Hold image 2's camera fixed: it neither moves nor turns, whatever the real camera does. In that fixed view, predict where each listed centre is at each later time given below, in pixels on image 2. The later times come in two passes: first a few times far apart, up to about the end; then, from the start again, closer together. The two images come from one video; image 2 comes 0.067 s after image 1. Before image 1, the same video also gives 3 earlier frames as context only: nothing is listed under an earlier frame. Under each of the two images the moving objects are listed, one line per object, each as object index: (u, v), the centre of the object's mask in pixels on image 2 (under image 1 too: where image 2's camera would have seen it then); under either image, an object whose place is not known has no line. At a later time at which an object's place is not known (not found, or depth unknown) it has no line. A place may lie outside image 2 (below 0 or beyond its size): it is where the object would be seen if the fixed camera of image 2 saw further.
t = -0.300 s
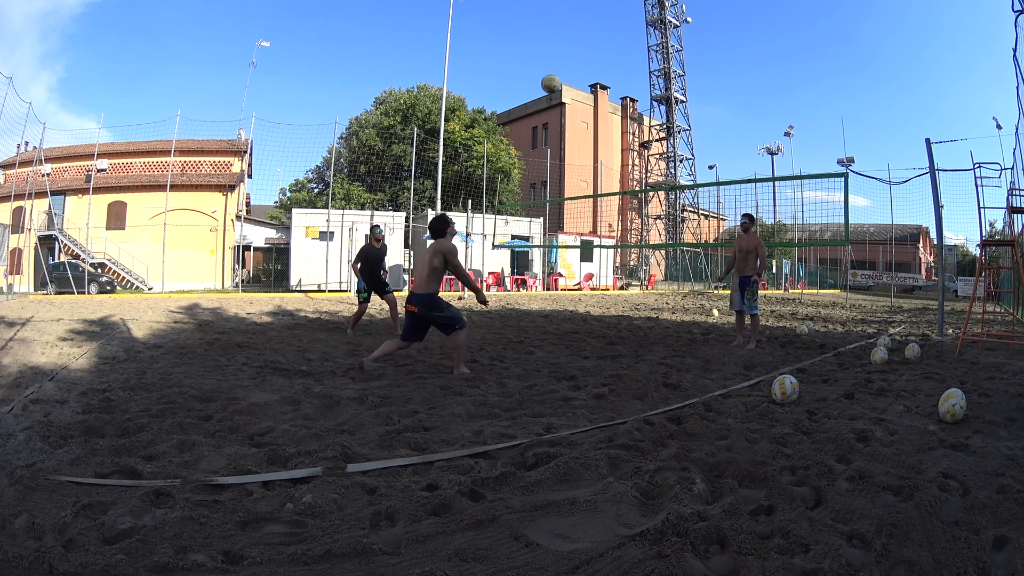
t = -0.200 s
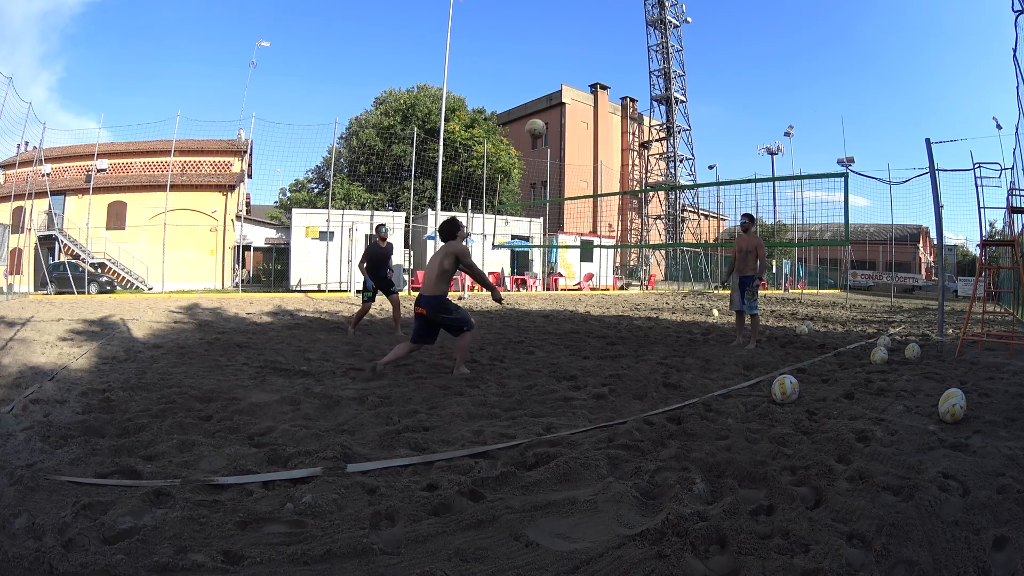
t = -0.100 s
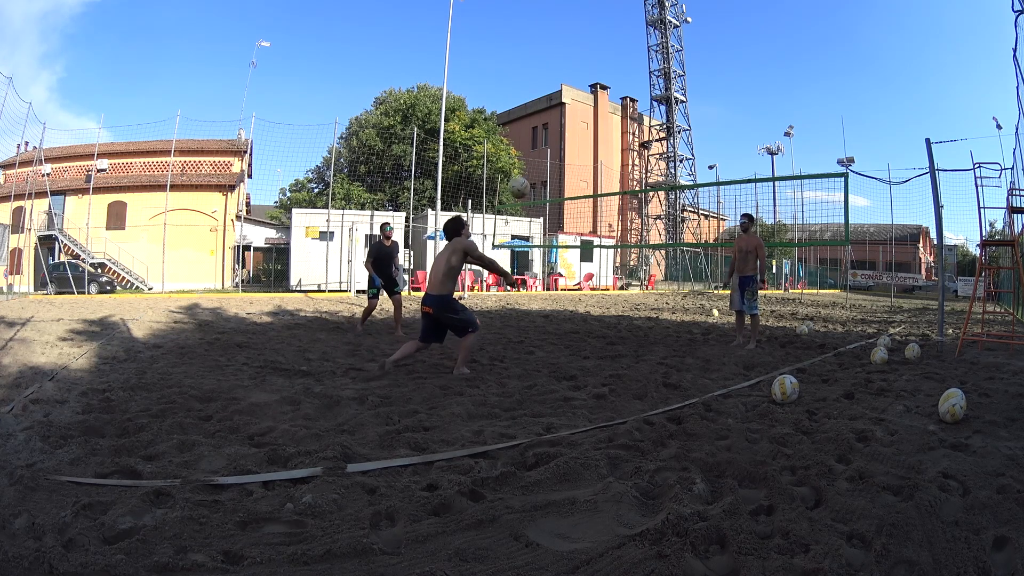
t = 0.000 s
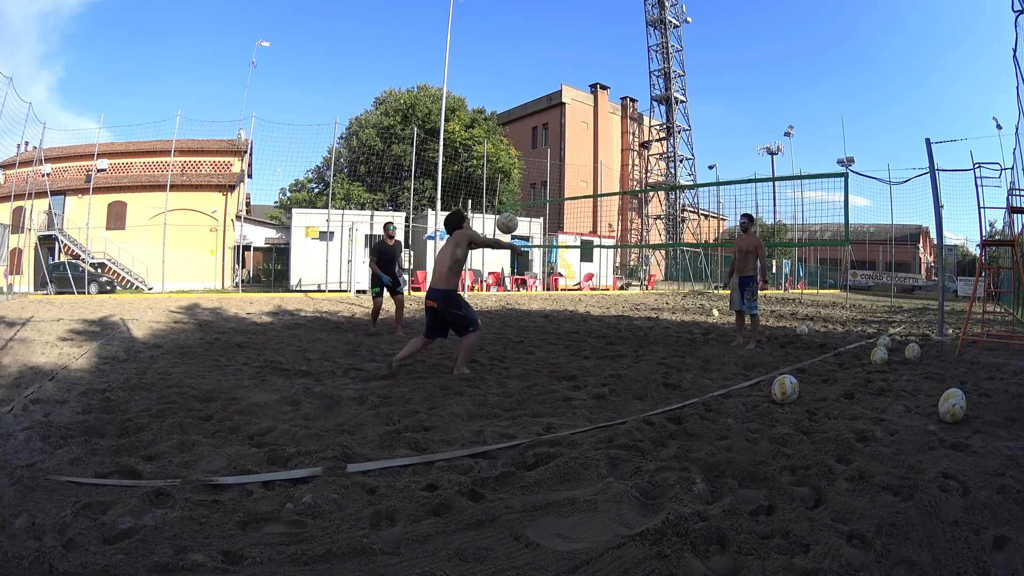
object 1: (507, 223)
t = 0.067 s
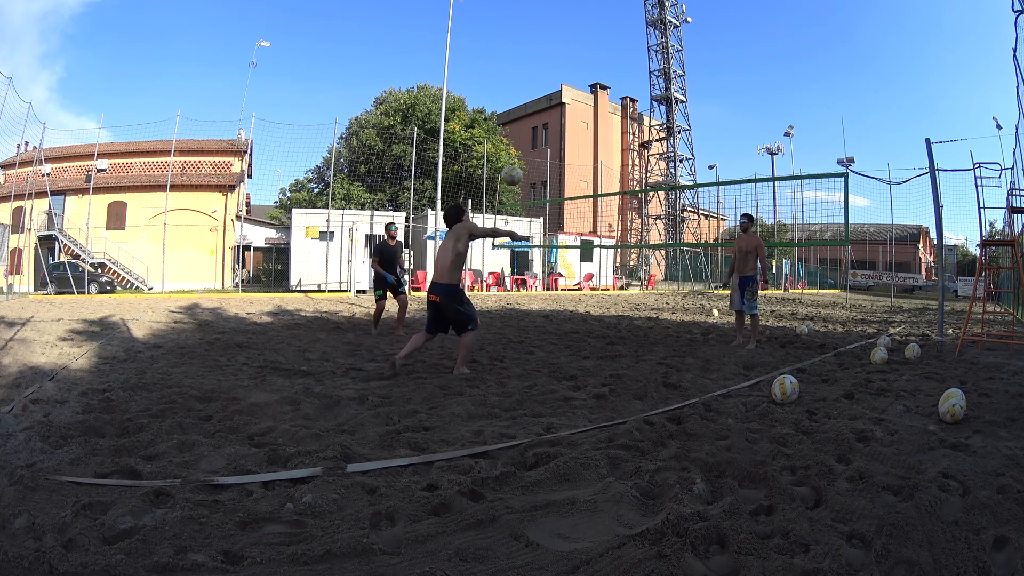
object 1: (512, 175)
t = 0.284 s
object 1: (523, 69)
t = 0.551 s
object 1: (535, 16)
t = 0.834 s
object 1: (545, 15)
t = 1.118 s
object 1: (554, 59)
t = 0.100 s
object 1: (514, 154)
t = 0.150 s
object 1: (517, 126)
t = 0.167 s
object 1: (518, 117)
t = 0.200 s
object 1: (519, 102)
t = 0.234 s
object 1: (521, 88)
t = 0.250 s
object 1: (522, 81)
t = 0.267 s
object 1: (523, 75)
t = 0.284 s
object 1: (523, 69)
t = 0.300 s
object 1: (524, 64)
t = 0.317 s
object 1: (525, 59)
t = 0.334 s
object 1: (526, 54)
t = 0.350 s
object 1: (527, 49)
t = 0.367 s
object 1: (527, 45)
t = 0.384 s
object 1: (528, 41)
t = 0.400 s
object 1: (529, 38)
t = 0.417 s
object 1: (530, 35)
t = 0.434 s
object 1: (530, 31)
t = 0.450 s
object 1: (531, 29)
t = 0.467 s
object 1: (532, 26)
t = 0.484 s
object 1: (532, 23)
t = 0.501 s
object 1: (533, 21)
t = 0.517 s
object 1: (534, 19)
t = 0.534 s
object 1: (535, 18)
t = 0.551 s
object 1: (535, 16)
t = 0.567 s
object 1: (536, 14)
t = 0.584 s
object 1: (536, 13)
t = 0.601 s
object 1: (537, 12)
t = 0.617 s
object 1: (538, 11)
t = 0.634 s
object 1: (538, 11)
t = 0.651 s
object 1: (539, 10)
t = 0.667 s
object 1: (540, 10)
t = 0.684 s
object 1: (540, 10)
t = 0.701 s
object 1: (541, 10)
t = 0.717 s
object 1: (541, 10)
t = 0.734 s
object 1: (542, 10)
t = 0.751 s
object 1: (542, 10)
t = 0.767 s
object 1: (543, 11)
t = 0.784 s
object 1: (544, 12)
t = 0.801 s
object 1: (544, 13)
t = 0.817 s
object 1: (545, 14)
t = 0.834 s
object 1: (545, 15)
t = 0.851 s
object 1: (546, 16)
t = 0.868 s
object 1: (546, 18)
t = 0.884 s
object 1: (547, 19)
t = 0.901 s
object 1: (547, 21)
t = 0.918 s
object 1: (548, 23)
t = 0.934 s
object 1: (548, 25)
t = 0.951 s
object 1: (549, 27)
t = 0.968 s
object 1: (549, 30)
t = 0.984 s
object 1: (550, 32)
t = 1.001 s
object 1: (550, 35)
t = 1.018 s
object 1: (551, 38)
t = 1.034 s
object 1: (551, 41)
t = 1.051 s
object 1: (552, 44)
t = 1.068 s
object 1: (552, 48)
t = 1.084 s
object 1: (553, 51)
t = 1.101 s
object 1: (553, 55)
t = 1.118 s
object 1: (554, 59)
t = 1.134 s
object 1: (554, 63)
